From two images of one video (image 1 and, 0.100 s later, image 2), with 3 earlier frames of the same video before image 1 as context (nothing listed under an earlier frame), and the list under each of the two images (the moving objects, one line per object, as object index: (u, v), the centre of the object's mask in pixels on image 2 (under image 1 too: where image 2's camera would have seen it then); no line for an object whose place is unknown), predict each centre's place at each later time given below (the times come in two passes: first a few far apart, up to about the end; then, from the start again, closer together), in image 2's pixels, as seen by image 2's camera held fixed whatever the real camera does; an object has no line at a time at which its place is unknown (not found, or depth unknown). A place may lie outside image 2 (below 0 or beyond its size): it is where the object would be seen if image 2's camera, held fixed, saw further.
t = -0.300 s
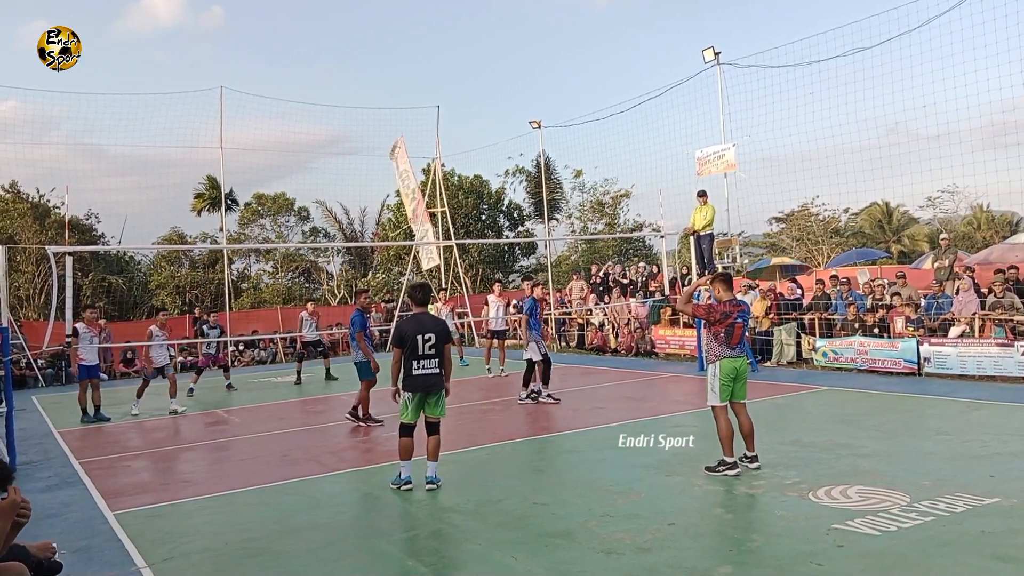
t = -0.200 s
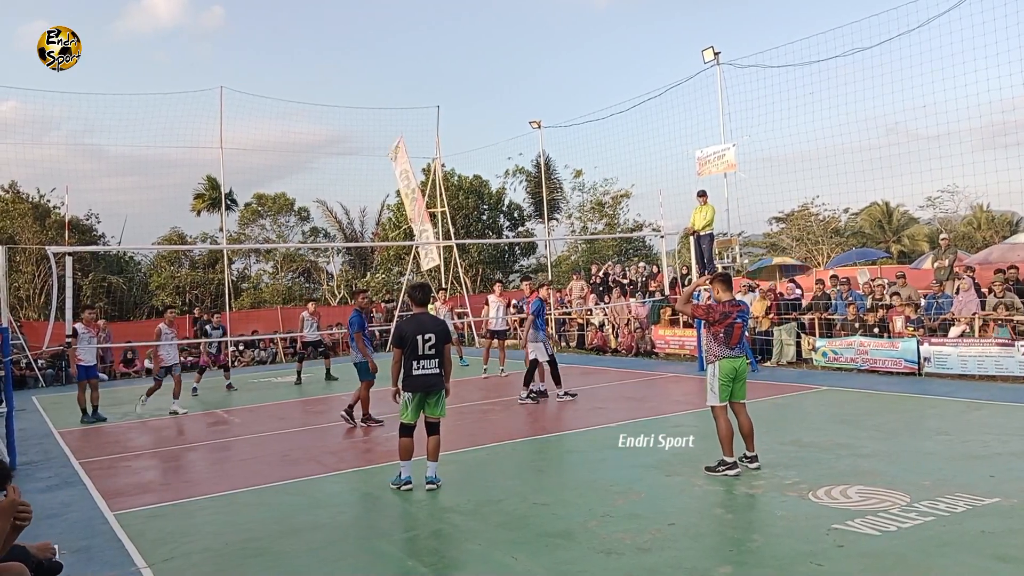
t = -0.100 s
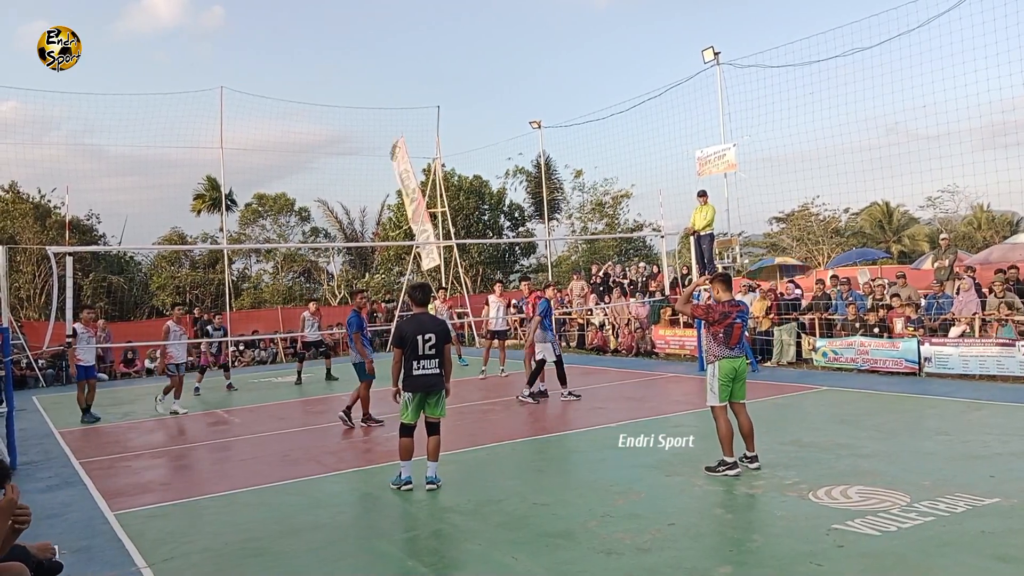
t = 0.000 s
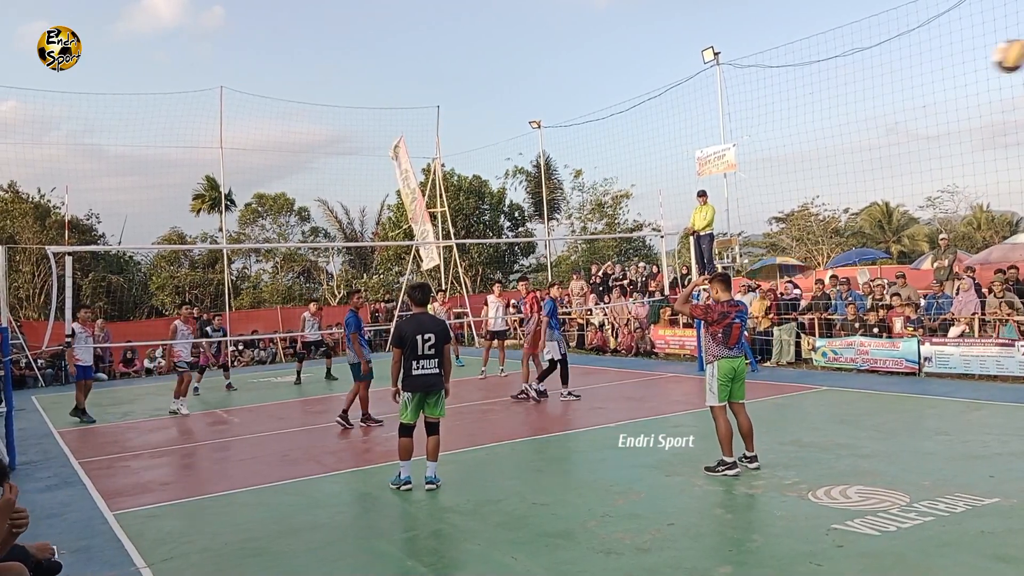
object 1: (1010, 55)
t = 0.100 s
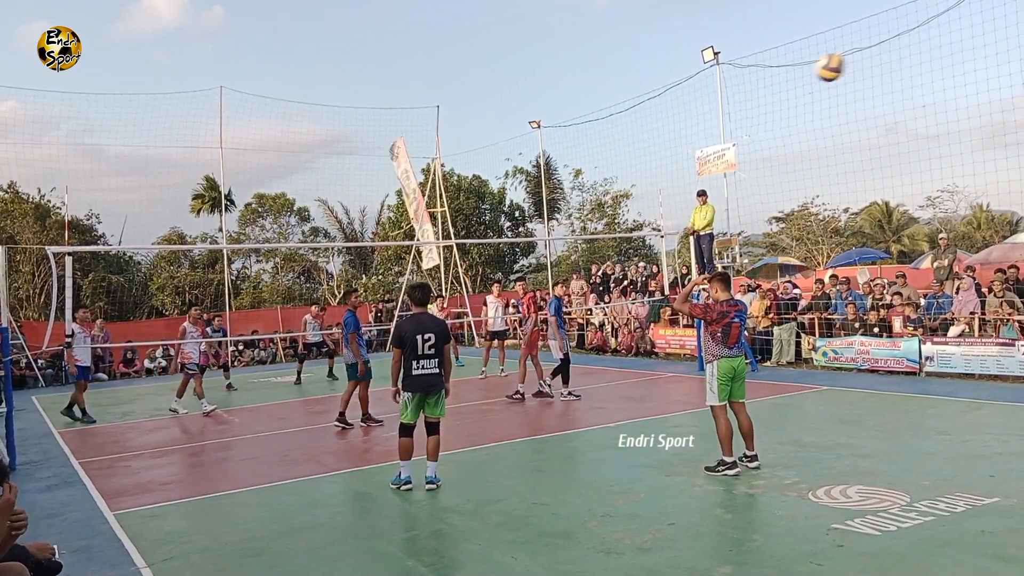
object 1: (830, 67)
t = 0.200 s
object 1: (702, 88)
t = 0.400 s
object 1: (541, 142)
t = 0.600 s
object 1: (444, 202)
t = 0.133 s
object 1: (782, 73)
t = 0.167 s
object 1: (740, 80)
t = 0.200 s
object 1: (702, 88)
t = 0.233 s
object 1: (668, 97)
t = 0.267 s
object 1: (638, 105)
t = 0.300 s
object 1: (610, 114)
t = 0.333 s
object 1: (585, 123)
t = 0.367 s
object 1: (562, 132)
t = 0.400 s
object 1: (541, 142)
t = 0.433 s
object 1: (522, 151)
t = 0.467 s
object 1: (504, 161)
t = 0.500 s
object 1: (488, 170)
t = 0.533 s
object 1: (472, 180)
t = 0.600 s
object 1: (444, 202)
